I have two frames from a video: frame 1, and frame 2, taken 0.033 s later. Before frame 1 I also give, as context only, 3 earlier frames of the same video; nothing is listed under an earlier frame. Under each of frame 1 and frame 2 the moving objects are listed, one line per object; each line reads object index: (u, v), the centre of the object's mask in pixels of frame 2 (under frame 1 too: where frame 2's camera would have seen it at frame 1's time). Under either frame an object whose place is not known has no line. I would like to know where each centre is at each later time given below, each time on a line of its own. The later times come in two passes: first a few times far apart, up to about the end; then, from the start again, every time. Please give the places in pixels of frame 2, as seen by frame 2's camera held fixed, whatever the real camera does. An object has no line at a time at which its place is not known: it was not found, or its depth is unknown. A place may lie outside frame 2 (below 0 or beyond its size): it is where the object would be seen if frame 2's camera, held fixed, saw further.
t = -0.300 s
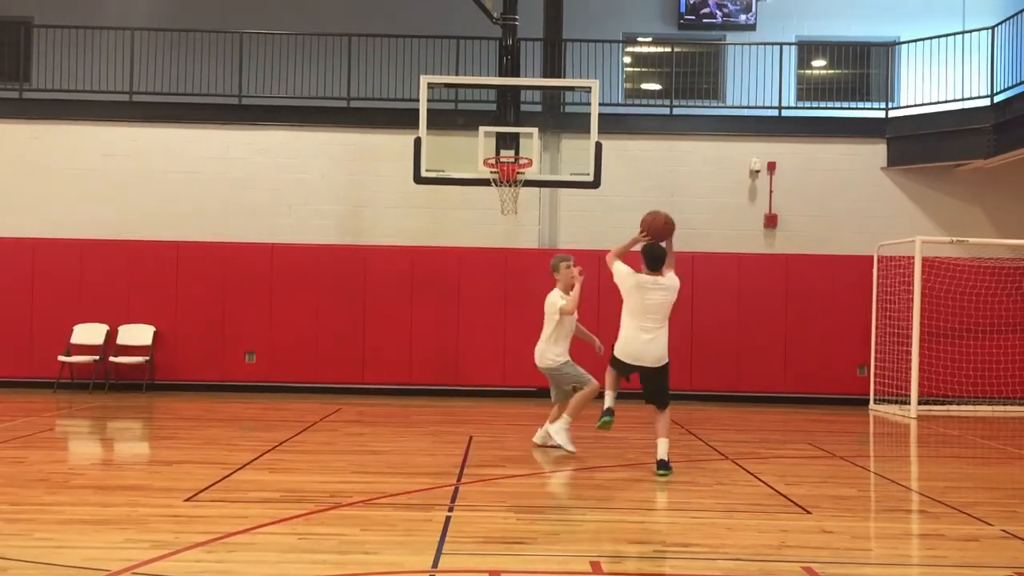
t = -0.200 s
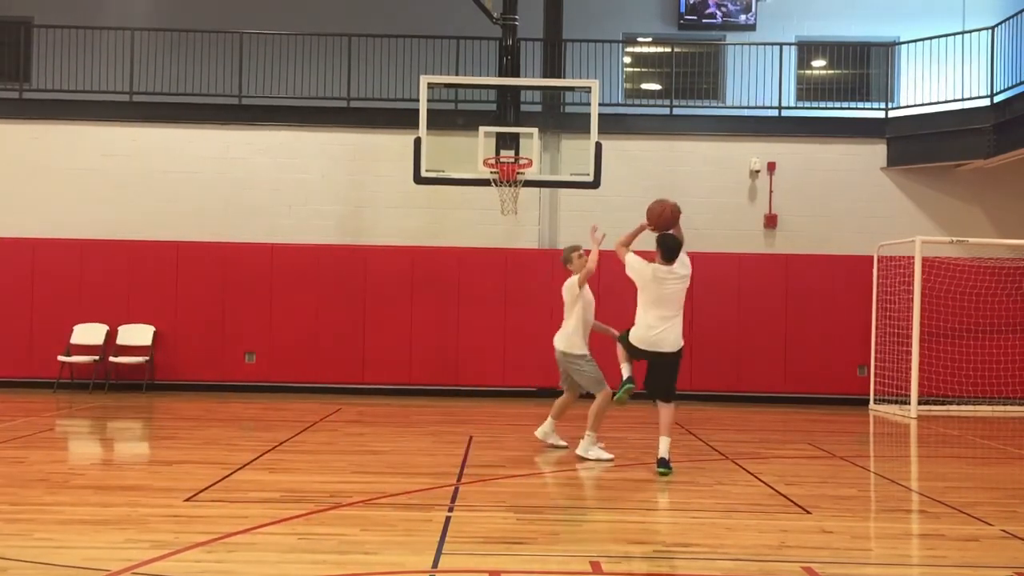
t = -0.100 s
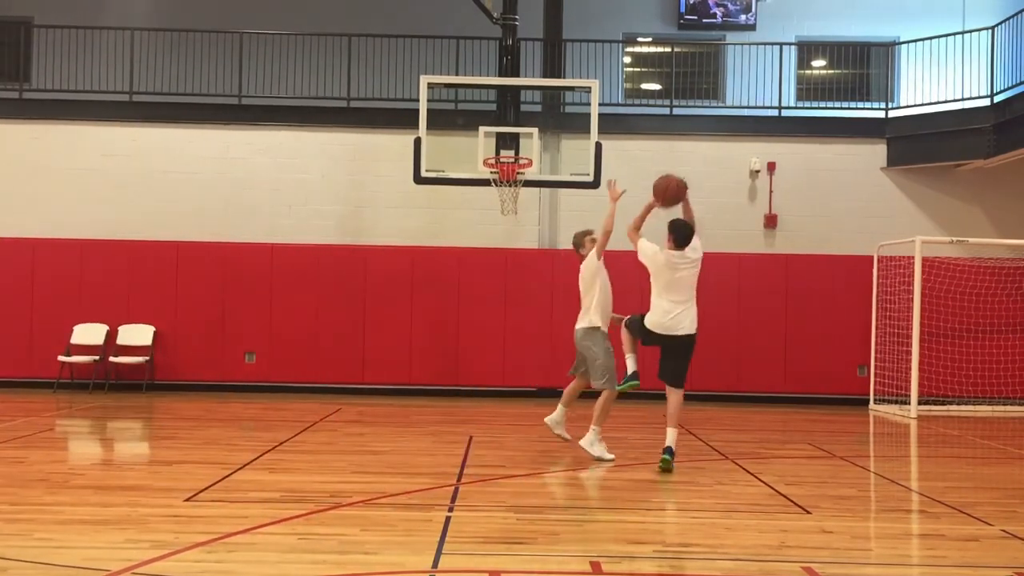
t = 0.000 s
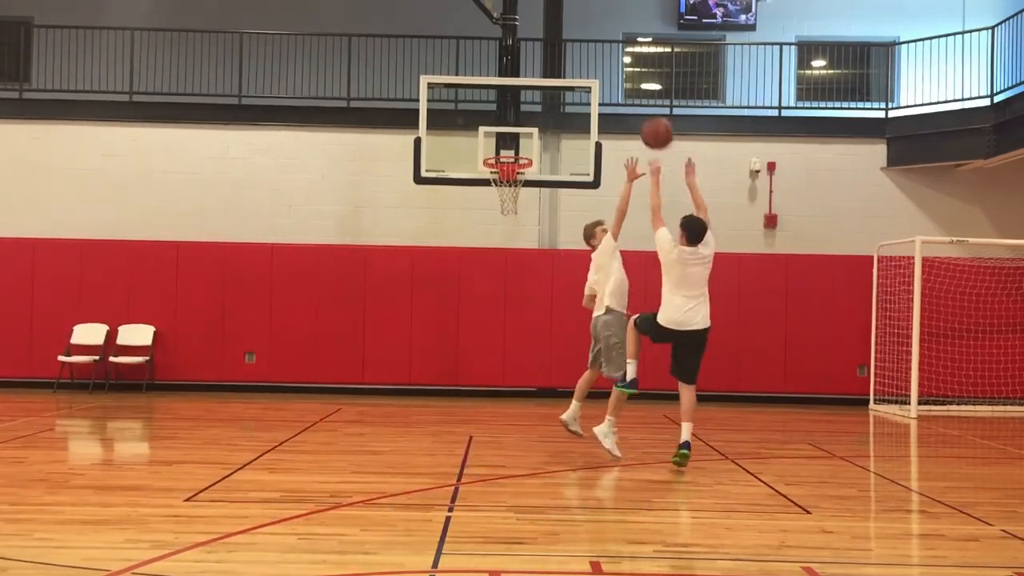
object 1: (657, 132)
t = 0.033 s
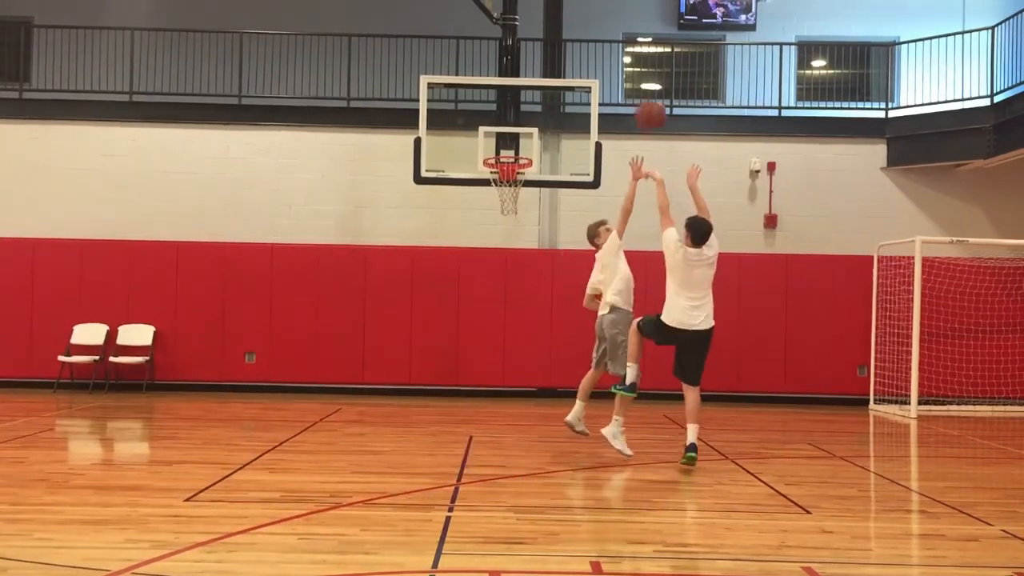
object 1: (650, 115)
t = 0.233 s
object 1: (613, 44)
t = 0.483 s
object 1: (573, 29)
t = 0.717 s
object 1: (540, 76)
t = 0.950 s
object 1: (516, 138)
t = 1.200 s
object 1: (519, 120)
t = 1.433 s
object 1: (521, 161)
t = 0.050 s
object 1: (647, 107)
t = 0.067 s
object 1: (643, 100)
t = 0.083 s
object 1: (640, 92)
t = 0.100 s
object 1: (637, 85)
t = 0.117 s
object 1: (633, 78)
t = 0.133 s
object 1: (630, 72)
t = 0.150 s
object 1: (627, 67)
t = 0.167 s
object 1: (625, 62)
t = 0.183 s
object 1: (621, 56)
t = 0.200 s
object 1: (619, 53)
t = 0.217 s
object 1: (616, 48)
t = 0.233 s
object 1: (613, 44)
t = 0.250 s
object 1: (610, 41)
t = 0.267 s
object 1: (607, 38)
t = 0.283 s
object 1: (605, 35)
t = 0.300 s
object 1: (602, 33)
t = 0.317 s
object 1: (599, 31)
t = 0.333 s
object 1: (596, 29)
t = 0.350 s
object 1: (593, 28)
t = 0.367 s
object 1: (591, 27)
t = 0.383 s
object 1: (588, 27)
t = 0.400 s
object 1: (585, 26)
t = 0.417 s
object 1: (583, 26)
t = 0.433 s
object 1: (581, 26)
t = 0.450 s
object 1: (578, 27)
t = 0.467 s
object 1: (576, 27)
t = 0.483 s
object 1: (573, 29)
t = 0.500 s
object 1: (570, 31)
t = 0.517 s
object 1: (568, 33)
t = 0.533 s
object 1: (565, 35)
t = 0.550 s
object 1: (563, 37)
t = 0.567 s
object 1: (561, 39)
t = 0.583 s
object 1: (558, 42)
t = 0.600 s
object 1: (556, 46)
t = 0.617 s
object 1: (554, 49)
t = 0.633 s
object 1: (551, 53)
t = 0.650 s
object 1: (549, 57)
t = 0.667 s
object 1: (547, 62)
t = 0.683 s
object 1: (545, 66)
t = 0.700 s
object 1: (543, 71)
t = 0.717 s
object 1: (540, 76)
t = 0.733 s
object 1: (538, 82)
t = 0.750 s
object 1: (535, 87)
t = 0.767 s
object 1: (533, 92)
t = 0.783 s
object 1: (531, 99)
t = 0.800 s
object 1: (529, 105)
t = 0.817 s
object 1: (526, 112)
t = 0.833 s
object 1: (524, 118)
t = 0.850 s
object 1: (523, 125)
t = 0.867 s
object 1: (520, 132)
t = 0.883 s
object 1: (518, 139)
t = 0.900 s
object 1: (516, 146)
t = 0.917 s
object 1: (516, 145)
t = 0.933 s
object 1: (516, 141)
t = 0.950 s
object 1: (516, 138)
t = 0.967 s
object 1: (517, 134)
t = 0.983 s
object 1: (517, 132)
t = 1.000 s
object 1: (517, 130)
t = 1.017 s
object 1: (517, 127)
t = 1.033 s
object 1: (517, 125)
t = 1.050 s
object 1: (517, 124)
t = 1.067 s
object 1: (518, 122)
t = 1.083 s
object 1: (518, 121)
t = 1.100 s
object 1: (518, 119)
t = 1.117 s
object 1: (518, 119)
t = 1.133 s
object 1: (519, 119)
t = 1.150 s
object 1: (519, 119)
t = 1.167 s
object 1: (519, 119)
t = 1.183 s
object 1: (519, 119)
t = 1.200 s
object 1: (519, 120)
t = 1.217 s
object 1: (519, 121)
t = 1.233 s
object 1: (519, 122)
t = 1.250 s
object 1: (519, 124)
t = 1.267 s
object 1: (519, 125)
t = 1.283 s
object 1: (520, 127)
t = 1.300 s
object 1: (520, 130)
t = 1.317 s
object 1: (520, 133)
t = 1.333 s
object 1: (520, 136)
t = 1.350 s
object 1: (520, 139)
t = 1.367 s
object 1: (520, 143)
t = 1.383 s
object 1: (520, 147)
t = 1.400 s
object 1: (520, 151)
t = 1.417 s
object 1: (520, 155)
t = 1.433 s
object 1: (521, 161)
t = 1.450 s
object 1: (521, 166)
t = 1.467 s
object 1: (521, 171)
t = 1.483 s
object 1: (521, 177)
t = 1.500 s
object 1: (521, 183)
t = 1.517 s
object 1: (521, 189)
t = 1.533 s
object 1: (521, 196)
